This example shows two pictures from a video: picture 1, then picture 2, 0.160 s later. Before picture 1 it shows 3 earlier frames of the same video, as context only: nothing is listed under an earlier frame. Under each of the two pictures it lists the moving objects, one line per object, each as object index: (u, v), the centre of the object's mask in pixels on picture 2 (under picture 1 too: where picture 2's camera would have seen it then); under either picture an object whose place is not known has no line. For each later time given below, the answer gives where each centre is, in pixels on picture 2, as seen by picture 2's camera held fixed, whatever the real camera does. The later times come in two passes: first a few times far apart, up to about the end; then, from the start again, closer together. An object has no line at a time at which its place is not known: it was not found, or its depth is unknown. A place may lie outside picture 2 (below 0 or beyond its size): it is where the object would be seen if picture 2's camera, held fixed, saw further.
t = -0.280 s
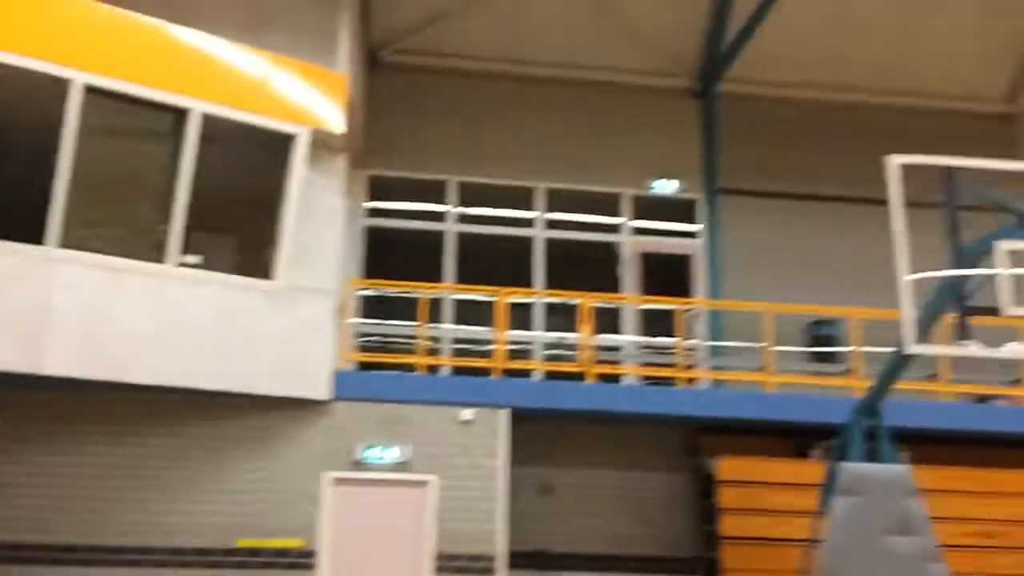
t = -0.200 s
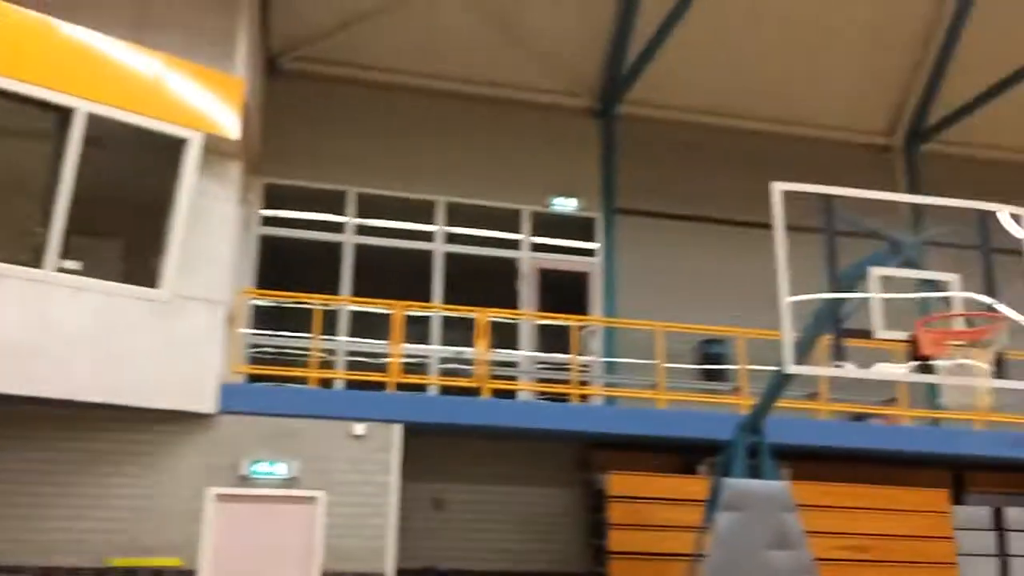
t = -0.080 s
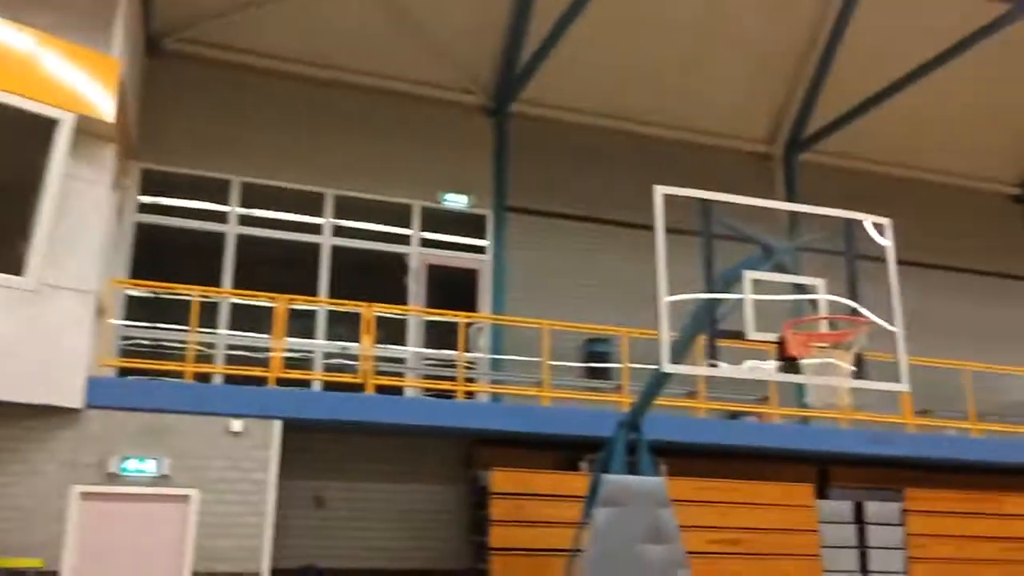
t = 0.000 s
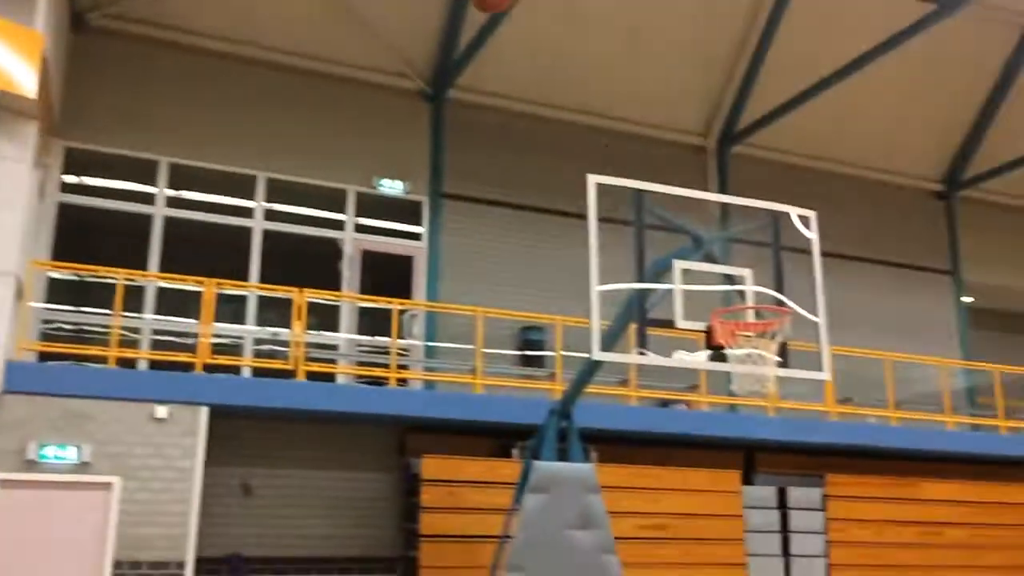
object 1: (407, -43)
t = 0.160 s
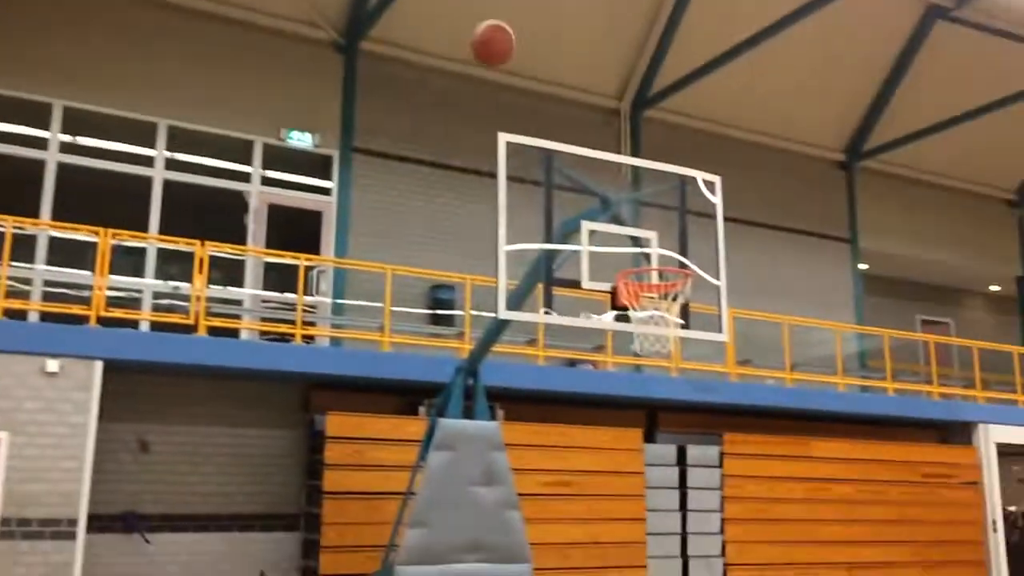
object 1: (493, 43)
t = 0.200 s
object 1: (513, 73)
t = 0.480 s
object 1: (635, 320)
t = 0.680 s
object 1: (710, 541)
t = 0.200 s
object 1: (513, 73)
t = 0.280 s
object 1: (549, 135)
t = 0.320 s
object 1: (568, 173)
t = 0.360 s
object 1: (587, 207)
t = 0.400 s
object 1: (604, 248)
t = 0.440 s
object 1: (622, 286)
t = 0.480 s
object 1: (635, 320)
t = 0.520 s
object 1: (651, 360)
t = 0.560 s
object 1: (666, 403)
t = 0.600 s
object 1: (682, 446)
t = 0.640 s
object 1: (696, 494)
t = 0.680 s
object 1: (710, 541)
